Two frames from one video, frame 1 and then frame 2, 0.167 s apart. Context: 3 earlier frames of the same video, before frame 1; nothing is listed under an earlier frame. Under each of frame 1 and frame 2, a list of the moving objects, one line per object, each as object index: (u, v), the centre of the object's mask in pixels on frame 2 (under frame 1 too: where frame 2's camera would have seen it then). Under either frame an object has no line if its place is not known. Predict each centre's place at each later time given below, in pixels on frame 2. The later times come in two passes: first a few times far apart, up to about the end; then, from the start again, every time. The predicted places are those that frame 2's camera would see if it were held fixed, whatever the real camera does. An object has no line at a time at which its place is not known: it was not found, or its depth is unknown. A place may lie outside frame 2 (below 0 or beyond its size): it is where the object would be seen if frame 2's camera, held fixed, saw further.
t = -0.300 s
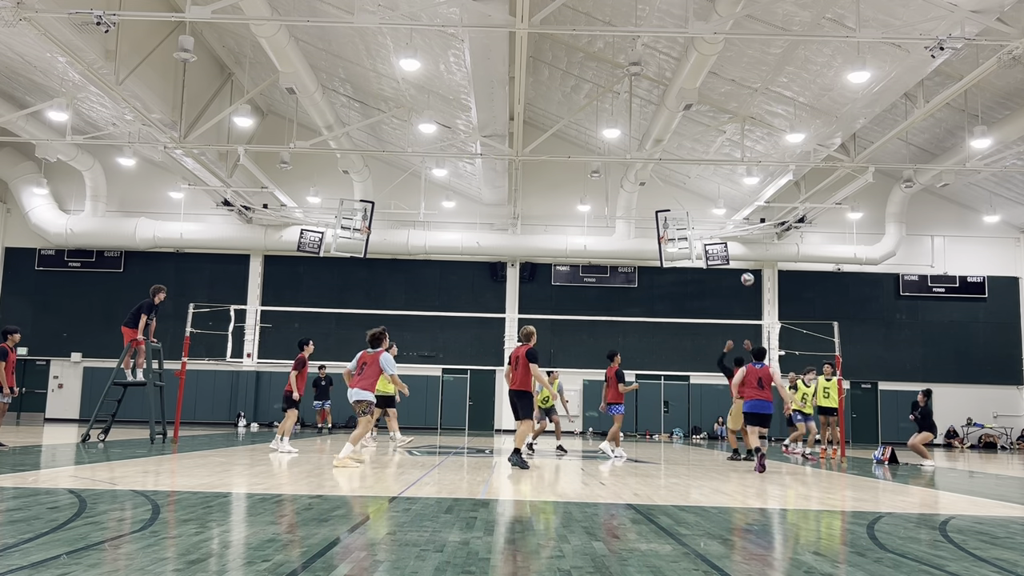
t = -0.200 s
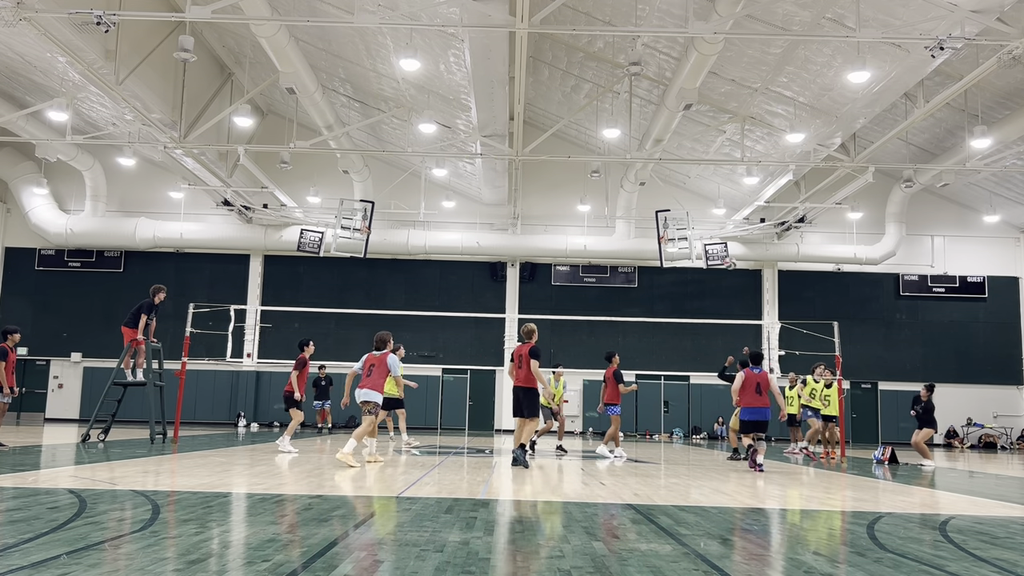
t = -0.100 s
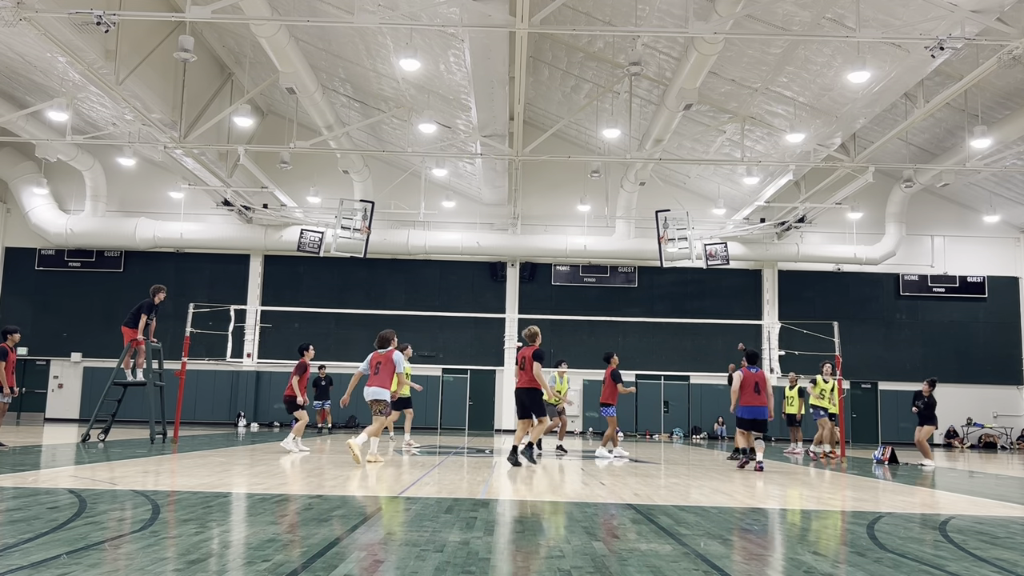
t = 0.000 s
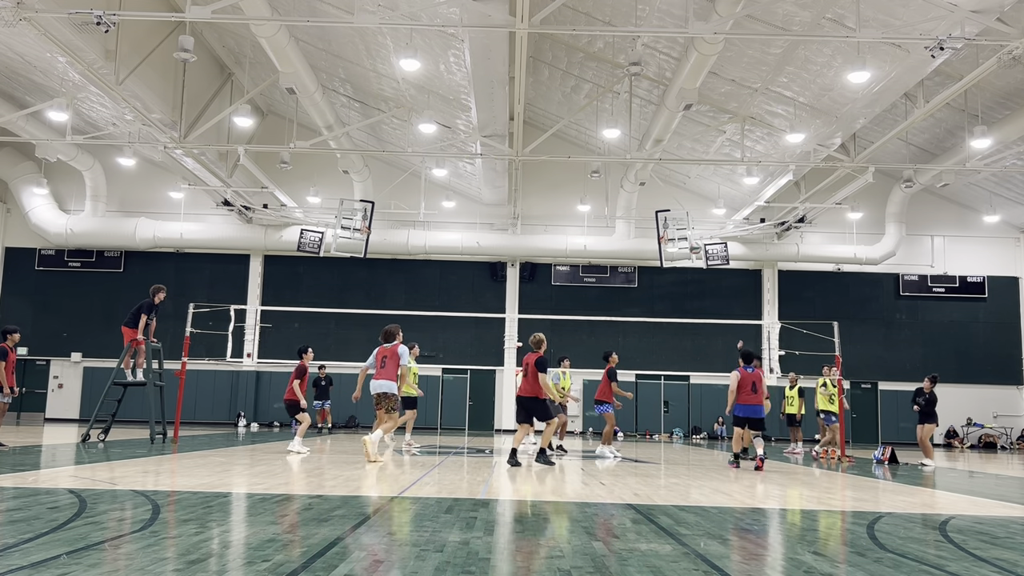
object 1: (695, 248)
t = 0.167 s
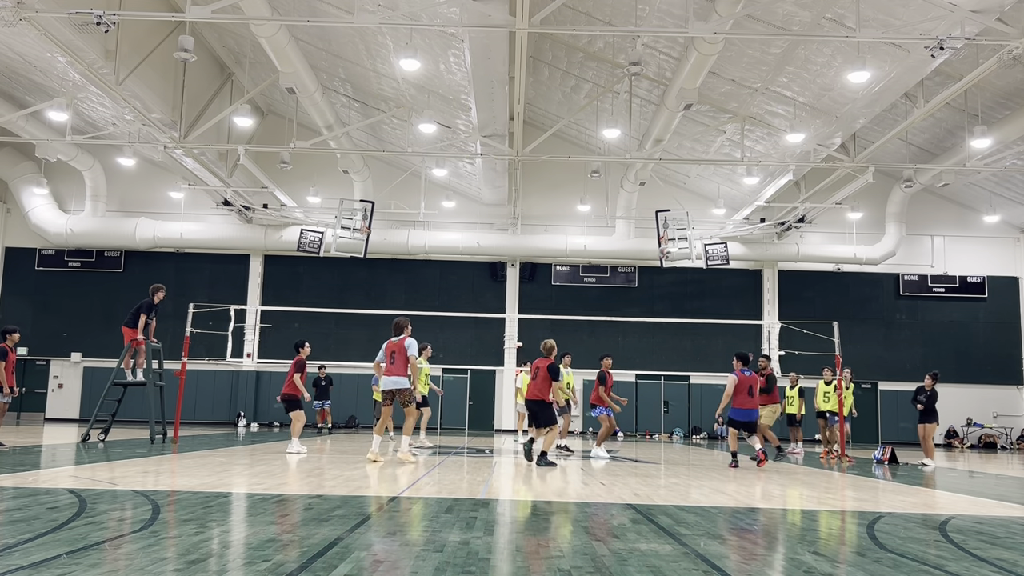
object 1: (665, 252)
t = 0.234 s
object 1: (651, 259)
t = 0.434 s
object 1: (611, 297)
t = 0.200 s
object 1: (658, 255)
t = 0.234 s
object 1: (651, 259)
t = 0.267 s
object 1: (645, 264)
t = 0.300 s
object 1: (638, 269)
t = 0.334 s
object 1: (631, 275)
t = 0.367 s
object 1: (625, 281)
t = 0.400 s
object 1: (618, 289)
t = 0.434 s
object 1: (611, 297)
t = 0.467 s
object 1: (604, 306)
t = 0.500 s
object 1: (597, 316)
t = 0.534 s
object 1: (590, 328)
